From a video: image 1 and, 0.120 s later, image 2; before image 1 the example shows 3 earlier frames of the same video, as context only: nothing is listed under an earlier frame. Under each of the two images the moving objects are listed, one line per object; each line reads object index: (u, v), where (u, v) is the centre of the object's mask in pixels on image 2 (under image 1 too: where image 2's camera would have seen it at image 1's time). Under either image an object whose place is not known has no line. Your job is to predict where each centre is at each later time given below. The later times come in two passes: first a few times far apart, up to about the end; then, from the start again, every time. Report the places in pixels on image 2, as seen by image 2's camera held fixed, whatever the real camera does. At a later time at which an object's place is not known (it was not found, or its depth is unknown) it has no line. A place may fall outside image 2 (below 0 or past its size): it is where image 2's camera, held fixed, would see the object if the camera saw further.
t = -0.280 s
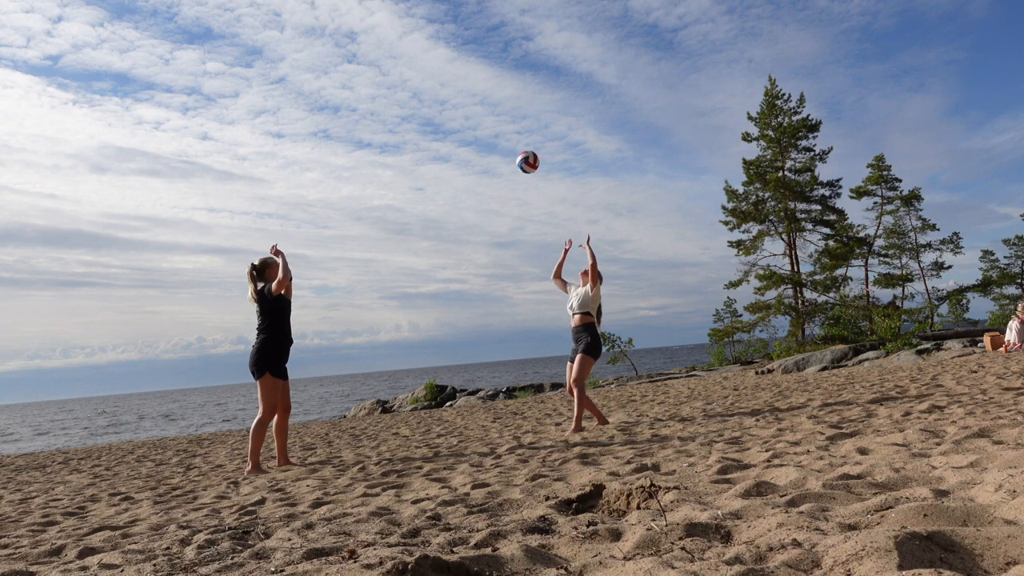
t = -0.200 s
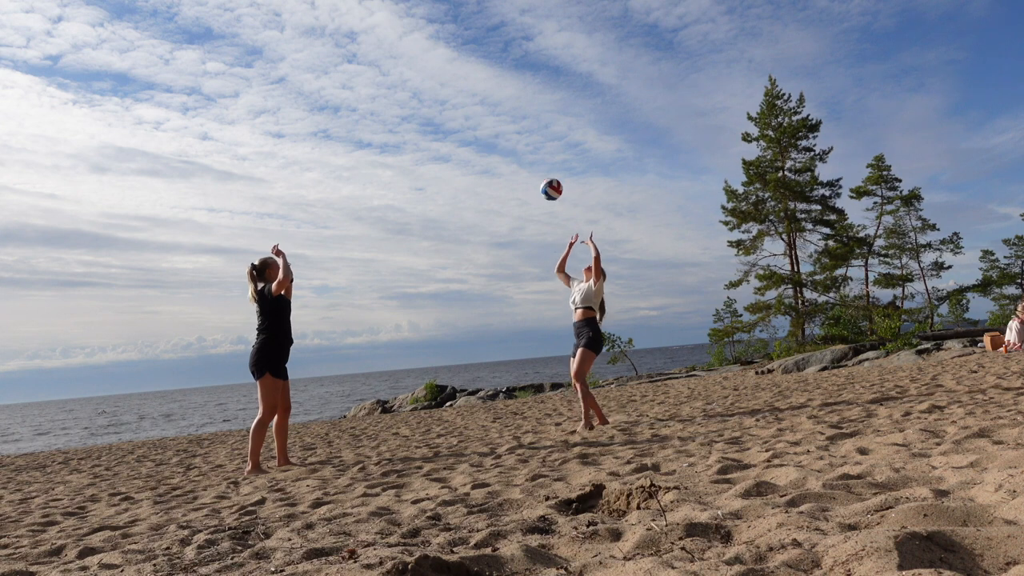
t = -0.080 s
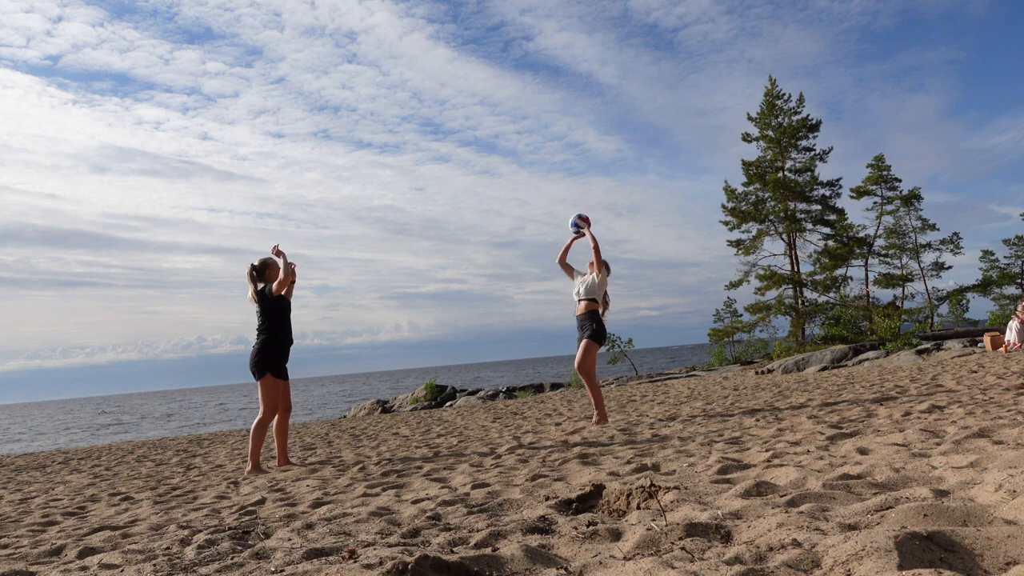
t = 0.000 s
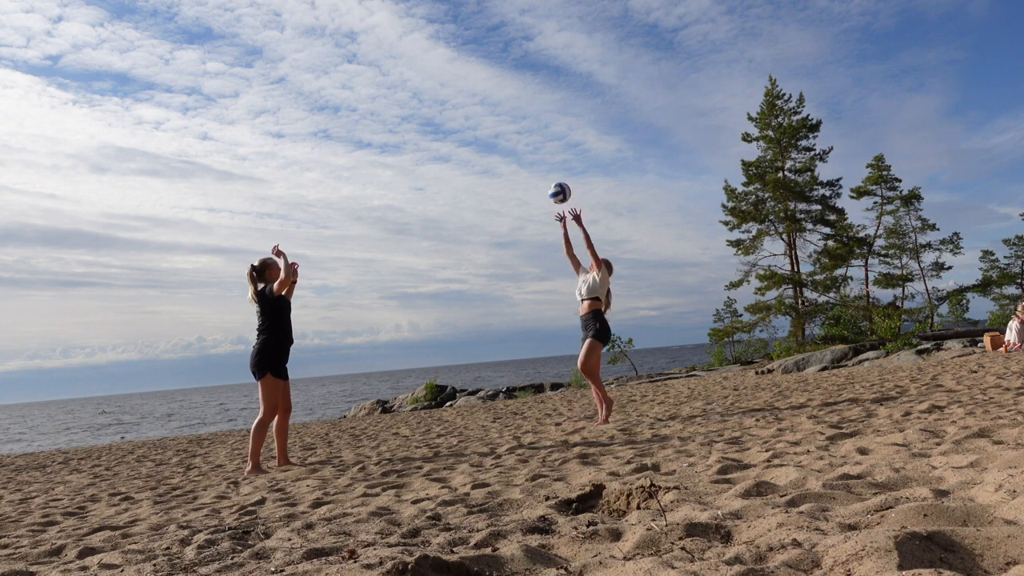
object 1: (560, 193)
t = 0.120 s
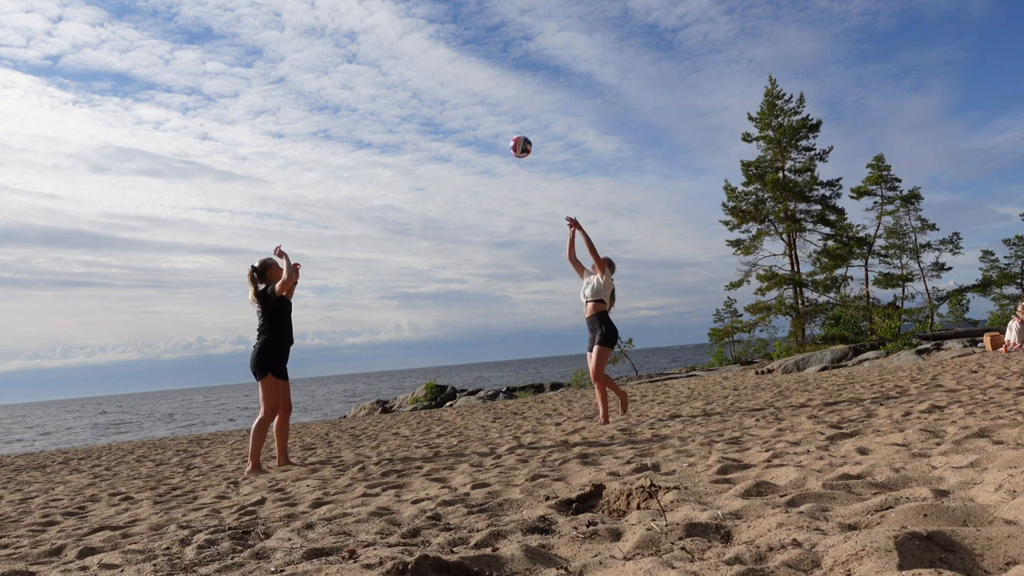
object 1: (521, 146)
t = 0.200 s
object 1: (495, 123)
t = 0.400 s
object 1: (434, 91)
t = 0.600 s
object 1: (375, 99)
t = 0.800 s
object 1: (317, 152)
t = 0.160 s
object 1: (508, 134)
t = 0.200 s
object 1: (495, 123)
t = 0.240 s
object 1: (483, 113)
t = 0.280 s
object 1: (470, 105)
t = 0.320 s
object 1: (458, 99)
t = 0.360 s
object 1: (446, 94)
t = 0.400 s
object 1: (434, 91)
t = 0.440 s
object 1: (422, 89)
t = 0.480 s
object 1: (411, 89)
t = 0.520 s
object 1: (399, 91)
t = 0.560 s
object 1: (387, 94)
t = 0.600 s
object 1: (375, 99)
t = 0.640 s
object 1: (363, 106)
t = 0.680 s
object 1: (352, 115)
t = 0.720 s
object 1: (340, 125)
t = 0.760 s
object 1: (328, 138)
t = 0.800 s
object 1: (317, 152)
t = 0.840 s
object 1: (306, 168)
